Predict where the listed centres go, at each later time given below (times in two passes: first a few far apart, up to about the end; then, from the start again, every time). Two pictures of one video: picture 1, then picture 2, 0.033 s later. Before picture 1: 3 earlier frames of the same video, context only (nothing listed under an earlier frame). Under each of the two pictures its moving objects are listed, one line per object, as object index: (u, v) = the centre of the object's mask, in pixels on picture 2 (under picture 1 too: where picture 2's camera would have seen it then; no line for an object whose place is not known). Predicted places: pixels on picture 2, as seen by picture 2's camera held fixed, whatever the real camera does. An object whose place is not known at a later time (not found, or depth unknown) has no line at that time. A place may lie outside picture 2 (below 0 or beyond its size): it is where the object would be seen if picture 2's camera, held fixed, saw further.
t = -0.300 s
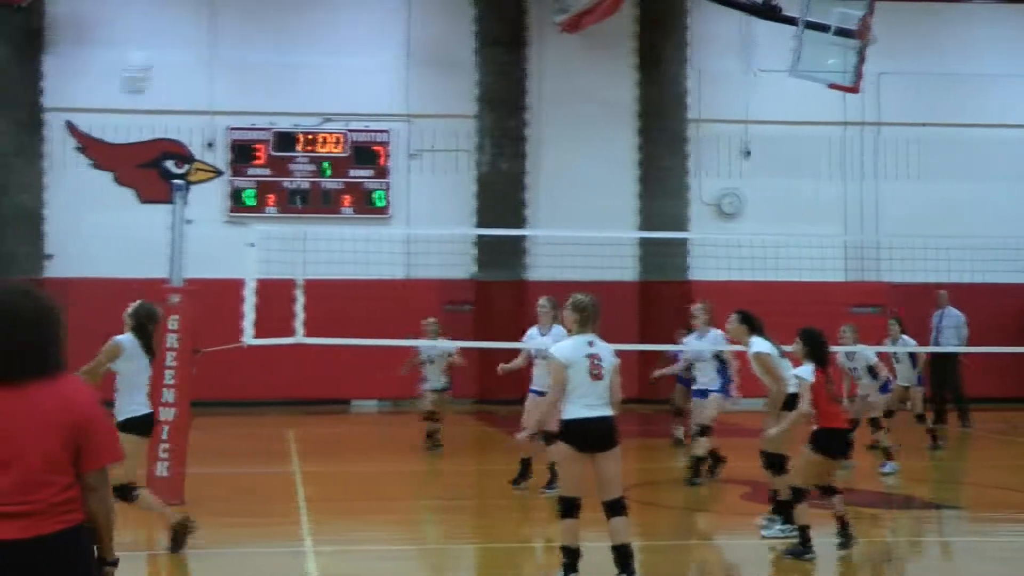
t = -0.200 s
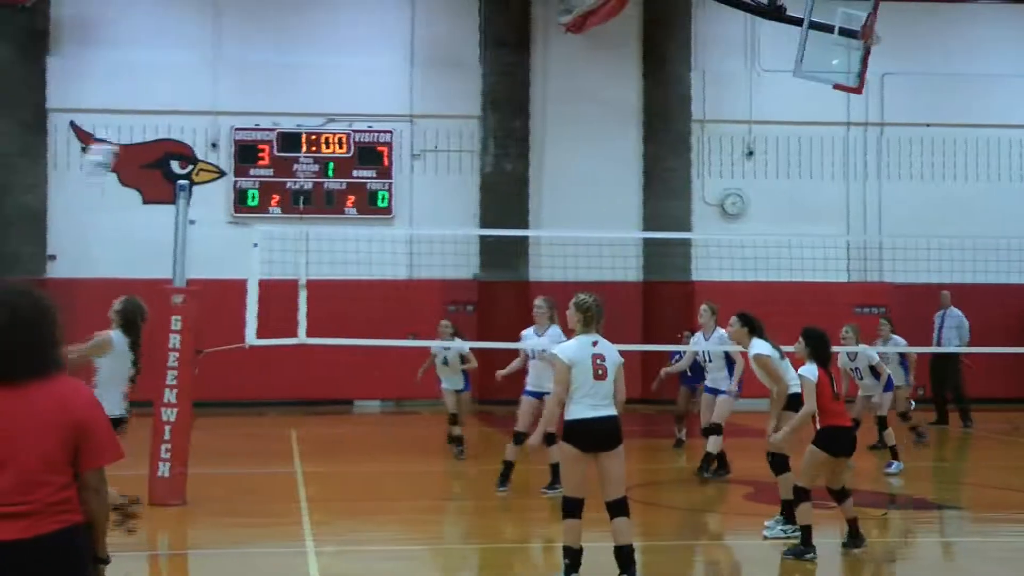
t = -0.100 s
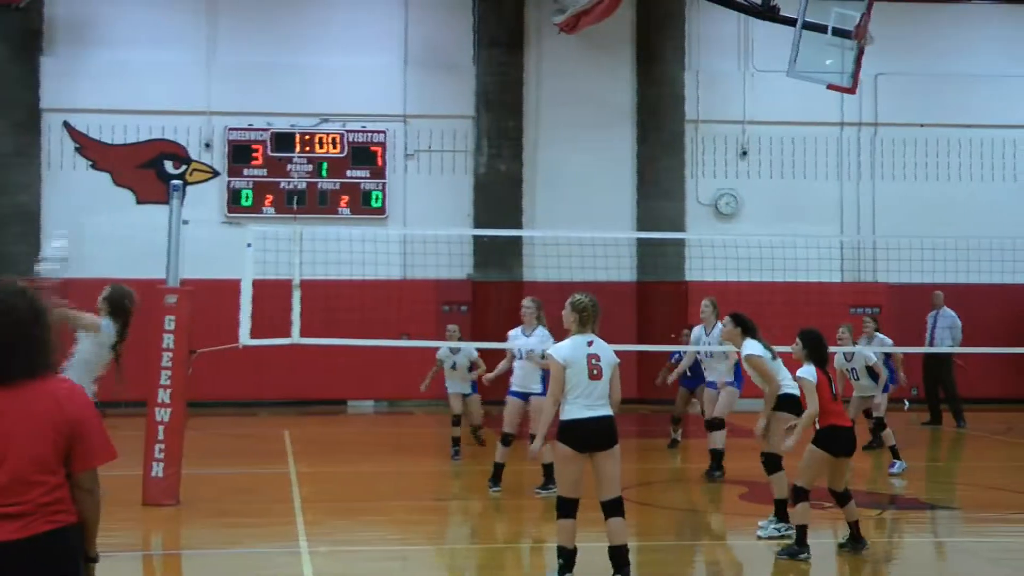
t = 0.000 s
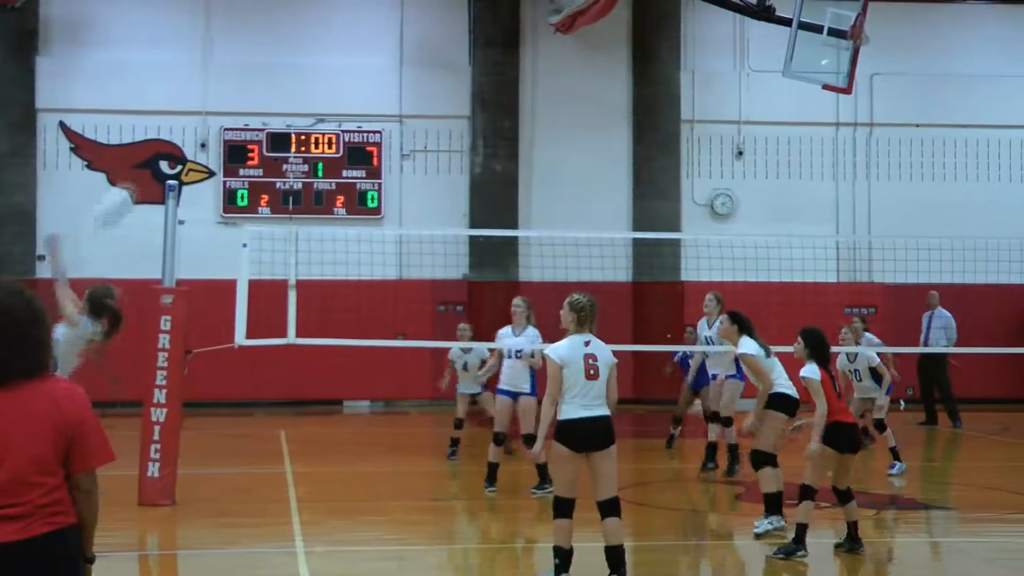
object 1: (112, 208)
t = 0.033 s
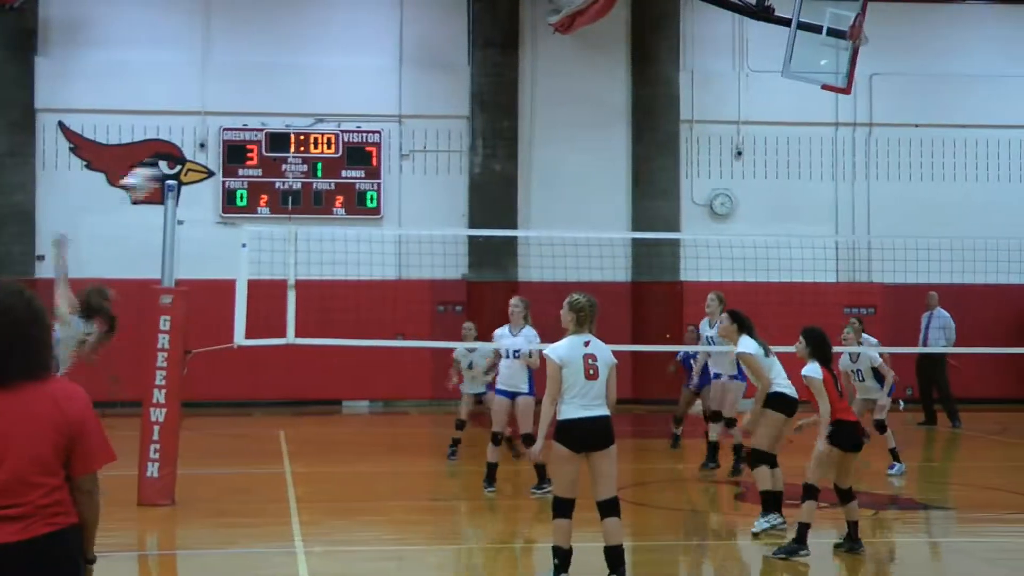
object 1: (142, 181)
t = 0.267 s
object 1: (308, 68)
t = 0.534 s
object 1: (461, 37)
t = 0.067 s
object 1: (167, 159)
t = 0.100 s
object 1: (194, 137)
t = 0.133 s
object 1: (214, 121)
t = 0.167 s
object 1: (241, 102)
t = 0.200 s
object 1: (263, 91)
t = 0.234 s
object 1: (285, 79)
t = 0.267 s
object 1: (308, 68)
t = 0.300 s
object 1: (329, 58)
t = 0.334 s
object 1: (349, 52)
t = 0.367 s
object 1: (369, 45)
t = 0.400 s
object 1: (388, 41)
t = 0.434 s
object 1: (404, 38)
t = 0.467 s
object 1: (423, 36)
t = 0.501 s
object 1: (442, 33)
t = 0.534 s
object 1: (461, 37)
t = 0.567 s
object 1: (478, 41)
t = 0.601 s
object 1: (493, 45)
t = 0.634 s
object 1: (508, 50)
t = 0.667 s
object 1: (522, 55)
